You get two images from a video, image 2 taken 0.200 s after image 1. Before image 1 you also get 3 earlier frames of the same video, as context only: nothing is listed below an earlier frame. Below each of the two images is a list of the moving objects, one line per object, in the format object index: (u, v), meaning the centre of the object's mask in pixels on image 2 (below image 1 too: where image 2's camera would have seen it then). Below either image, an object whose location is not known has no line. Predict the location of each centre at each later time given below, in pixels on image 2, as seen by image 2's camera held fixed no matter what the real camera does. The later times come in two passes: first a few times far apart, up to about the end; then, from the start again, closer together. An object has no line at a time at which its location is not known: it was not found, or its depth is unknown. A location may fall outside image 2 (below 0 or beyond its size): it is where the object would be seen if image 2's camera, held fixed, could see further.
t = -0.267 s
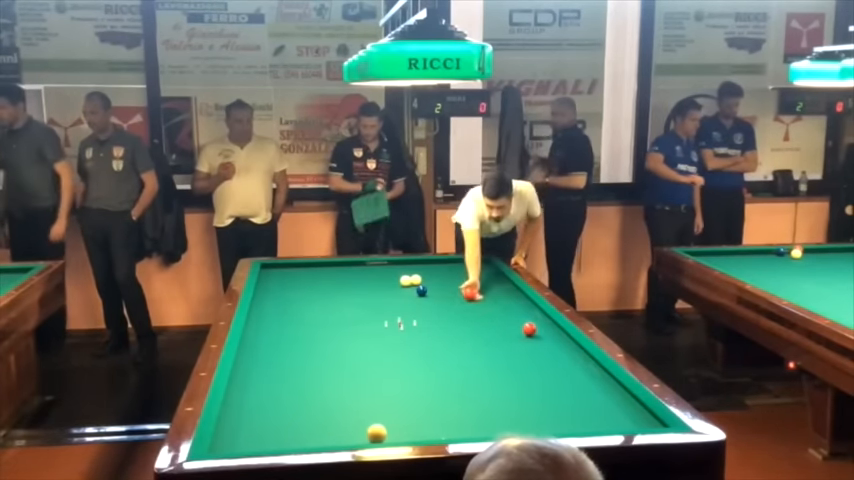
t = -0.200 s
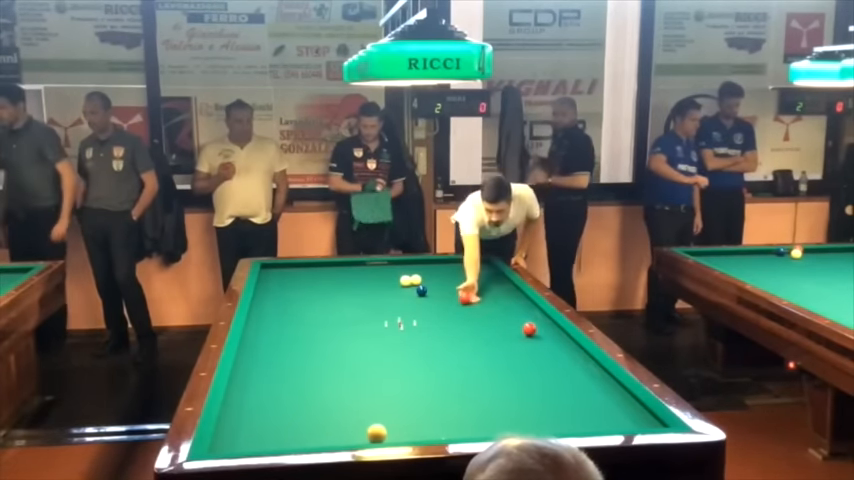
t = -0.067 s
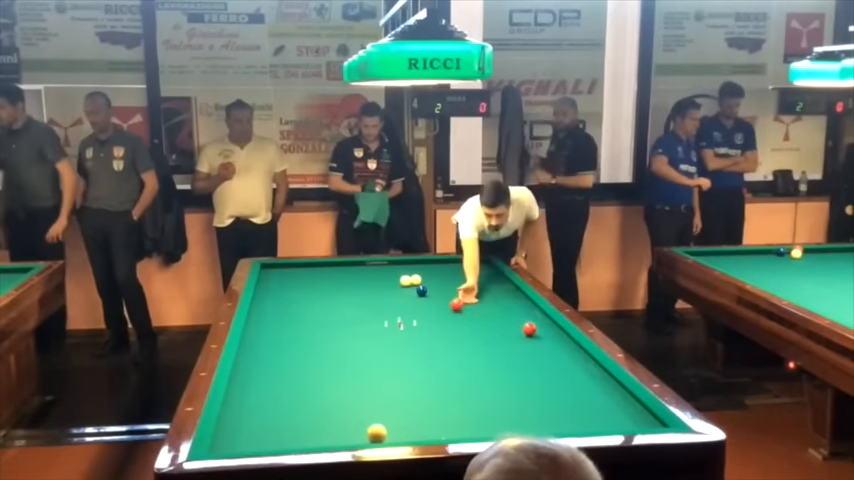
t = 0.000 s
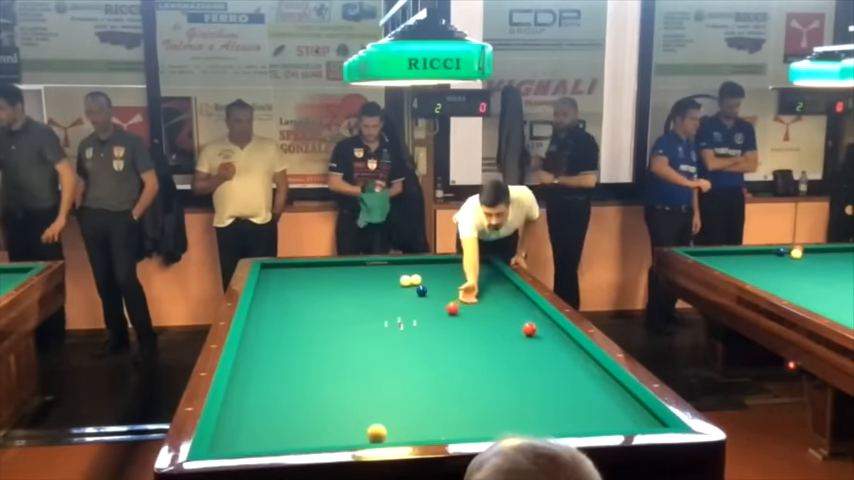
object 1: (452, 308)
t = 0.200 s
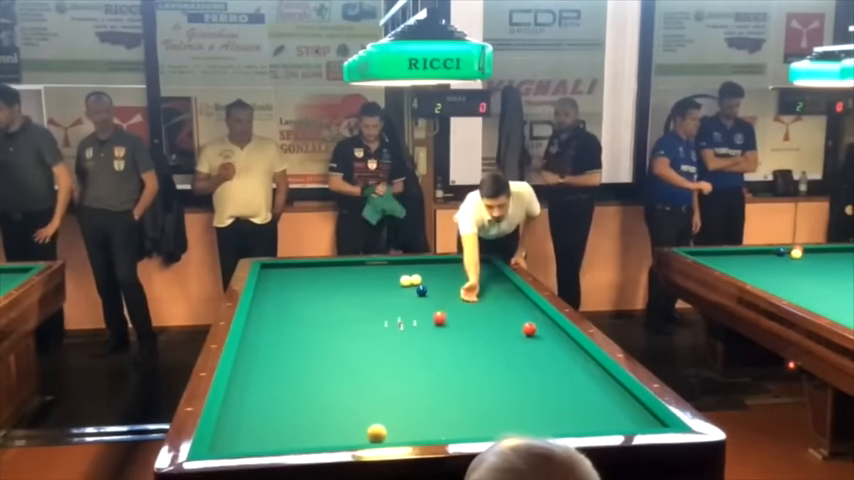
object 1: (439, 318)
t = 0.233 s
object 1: (437, 320)
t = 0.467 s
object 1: (420, 333)
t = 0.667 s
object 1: (405, 344)
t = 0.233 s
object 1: (437, 320)
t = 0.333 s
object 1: (430, 326)
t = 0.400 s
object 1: (425, 330)
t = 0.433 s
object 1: (422, 332)
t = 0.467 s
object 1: (420, 333)
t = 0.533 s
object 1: (414, 337)
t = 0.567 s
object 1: (412, 340)
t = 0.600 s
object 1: (410, 341)
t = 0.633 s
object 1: (407, 343)
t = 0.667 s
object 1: (405, 344)
